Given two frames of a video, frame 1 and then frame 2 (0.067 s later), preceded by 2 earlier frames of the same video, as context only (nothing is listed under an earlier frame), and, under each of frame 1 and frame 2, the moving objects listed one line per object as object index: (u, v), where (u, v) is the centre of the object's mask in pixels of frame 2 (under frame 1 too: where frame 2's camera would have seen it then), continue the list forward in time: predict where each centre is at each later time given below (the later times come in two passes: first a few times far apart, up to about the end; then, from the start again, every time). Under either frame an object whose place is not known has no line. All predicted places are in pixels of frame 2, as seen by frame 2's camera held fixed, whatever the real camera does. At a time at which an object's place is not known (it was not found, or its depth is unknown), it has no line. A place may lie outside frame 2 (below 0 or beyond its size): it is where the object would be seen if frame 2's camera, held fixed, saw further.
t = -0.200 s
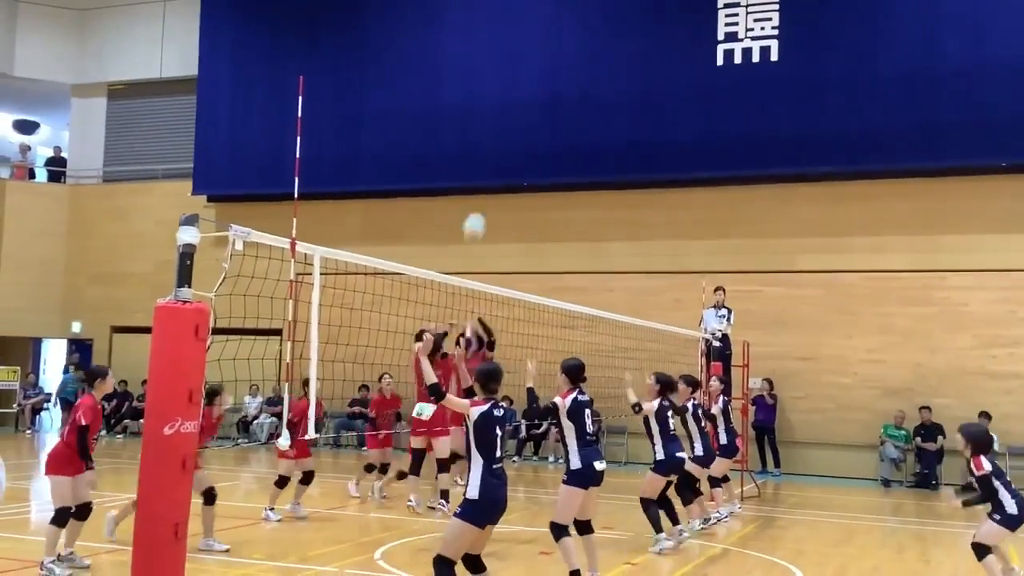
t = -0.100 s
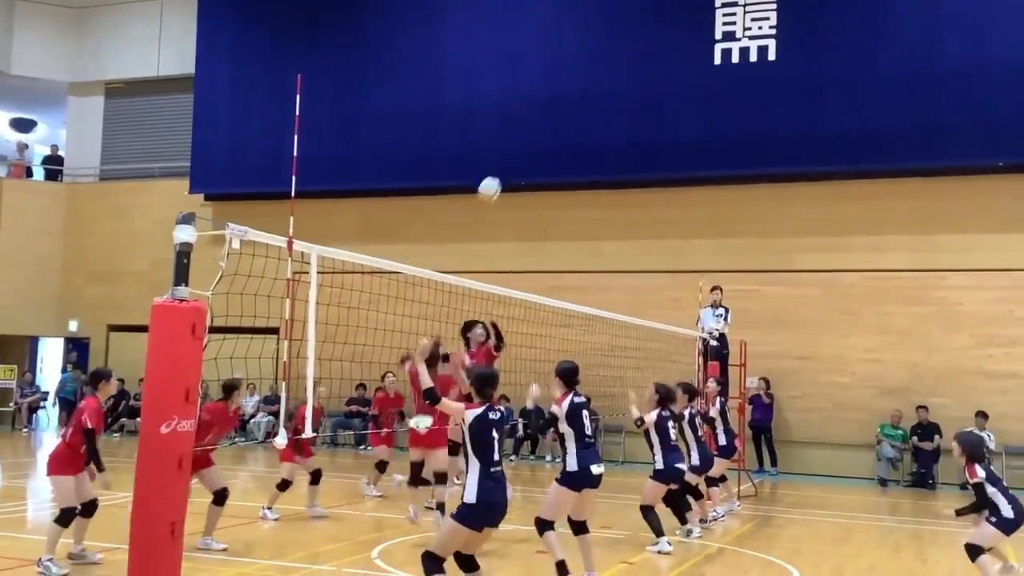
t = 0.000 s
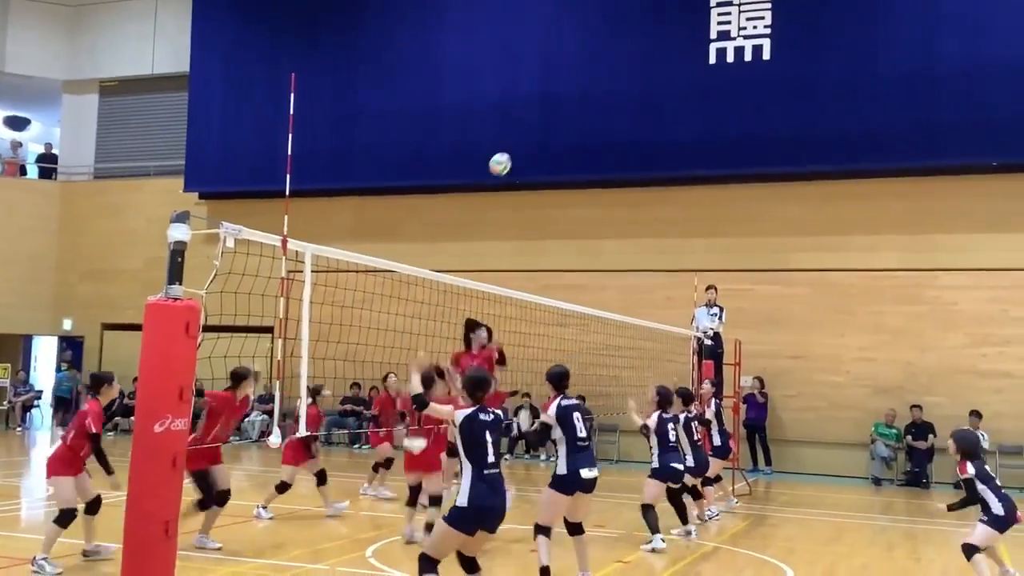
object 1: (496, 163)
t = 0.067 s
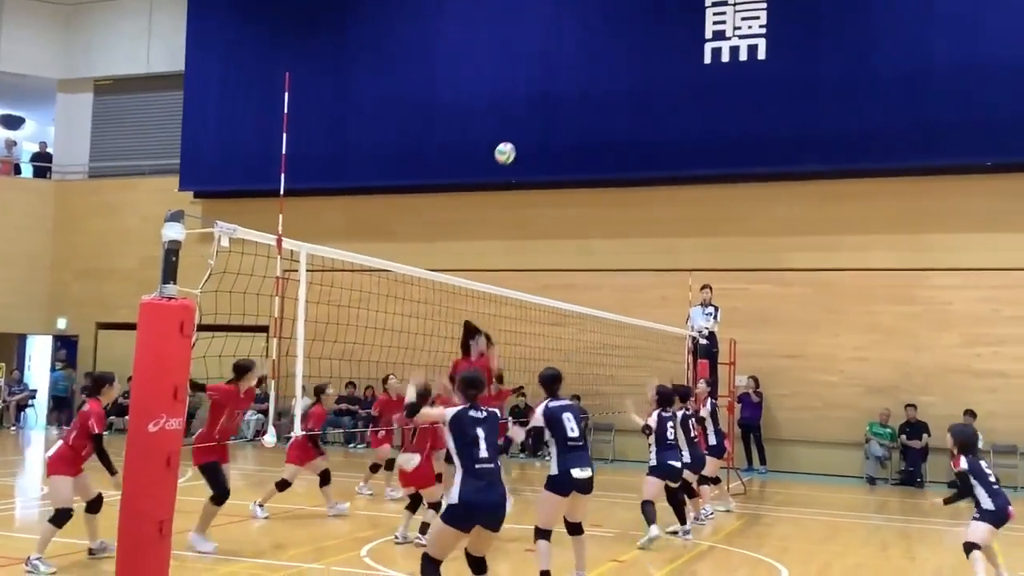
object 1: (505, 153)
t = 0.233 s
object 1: (523, 145)
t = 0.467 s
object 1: (544, 174)
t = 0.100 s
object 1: (509, 149)
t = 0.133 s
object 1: (513, 147)
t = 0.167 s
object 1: (517, 145)
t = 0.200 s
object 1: (520, 145)
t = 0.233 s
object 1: (523, 145)
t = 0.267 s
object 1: (527, 147)
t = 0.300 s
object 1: (530, 149)
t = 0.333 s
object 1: (533, 153)
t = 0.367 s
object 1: (535, 157)
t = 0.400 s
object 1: (538, 162)
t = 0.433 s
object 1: (540, 168)
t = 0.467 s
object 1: (544, 174)
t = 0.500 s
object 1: (546, 181)
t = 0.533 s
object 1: (550, 189)
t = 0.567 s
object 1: (552, 198)
